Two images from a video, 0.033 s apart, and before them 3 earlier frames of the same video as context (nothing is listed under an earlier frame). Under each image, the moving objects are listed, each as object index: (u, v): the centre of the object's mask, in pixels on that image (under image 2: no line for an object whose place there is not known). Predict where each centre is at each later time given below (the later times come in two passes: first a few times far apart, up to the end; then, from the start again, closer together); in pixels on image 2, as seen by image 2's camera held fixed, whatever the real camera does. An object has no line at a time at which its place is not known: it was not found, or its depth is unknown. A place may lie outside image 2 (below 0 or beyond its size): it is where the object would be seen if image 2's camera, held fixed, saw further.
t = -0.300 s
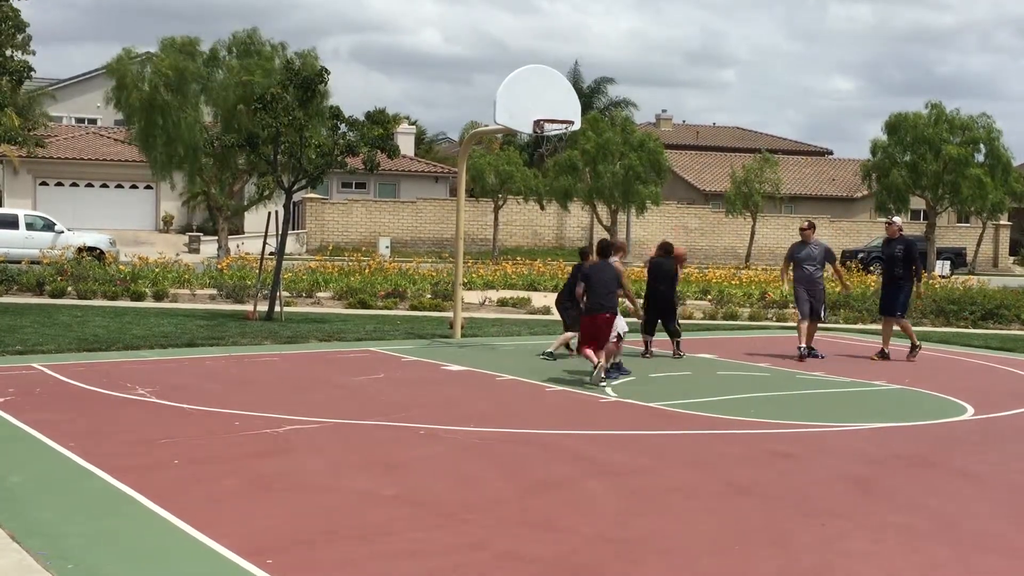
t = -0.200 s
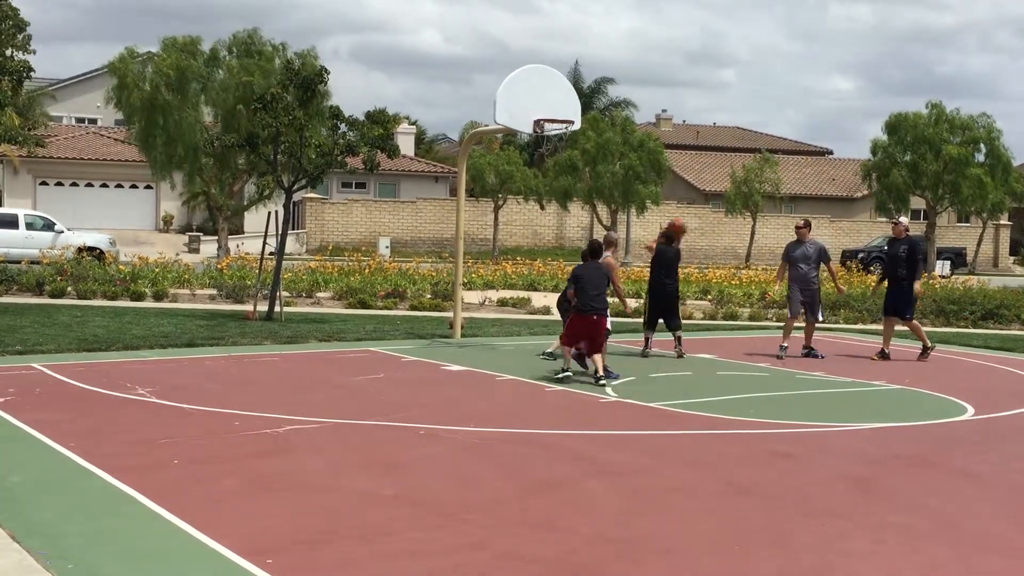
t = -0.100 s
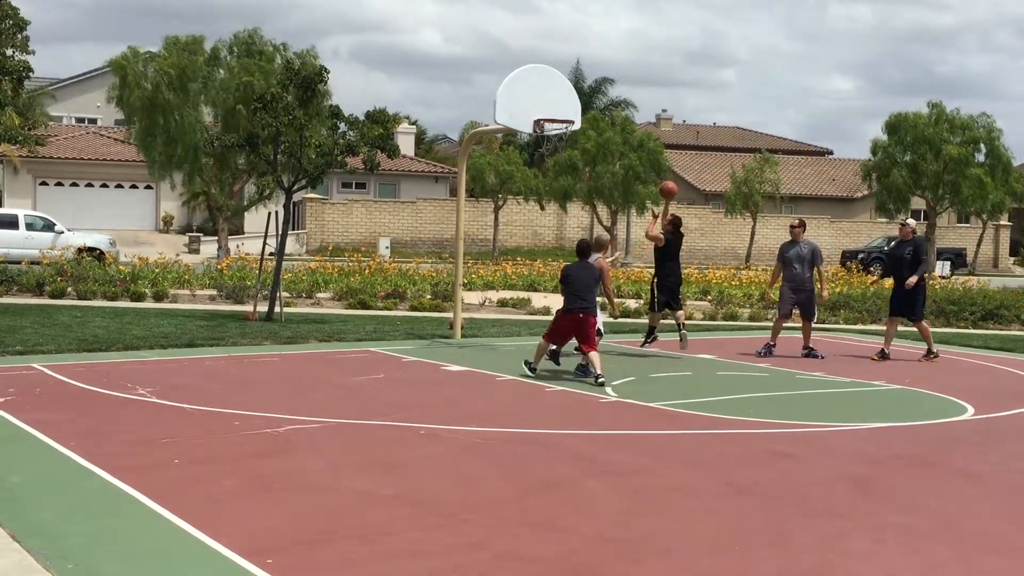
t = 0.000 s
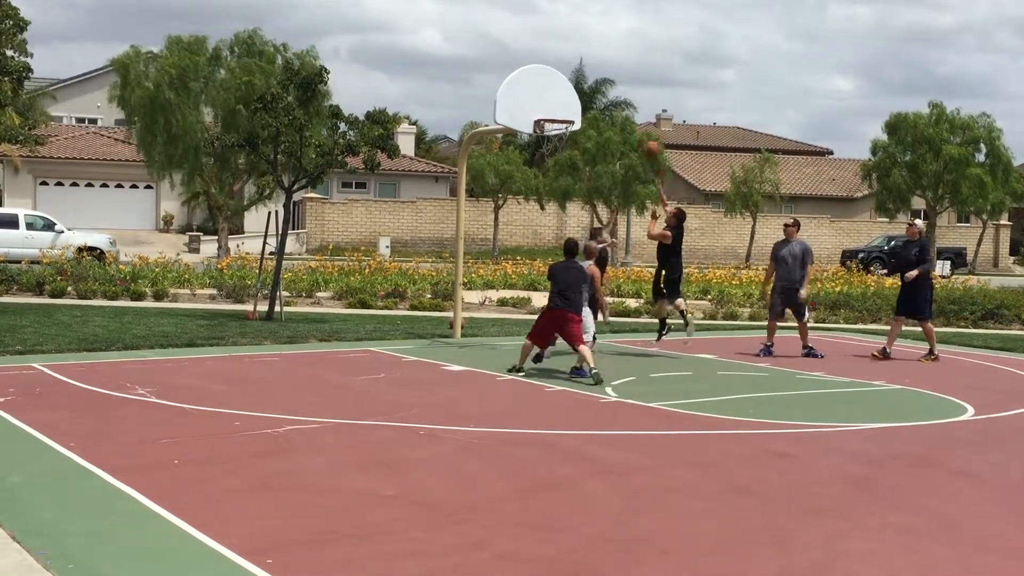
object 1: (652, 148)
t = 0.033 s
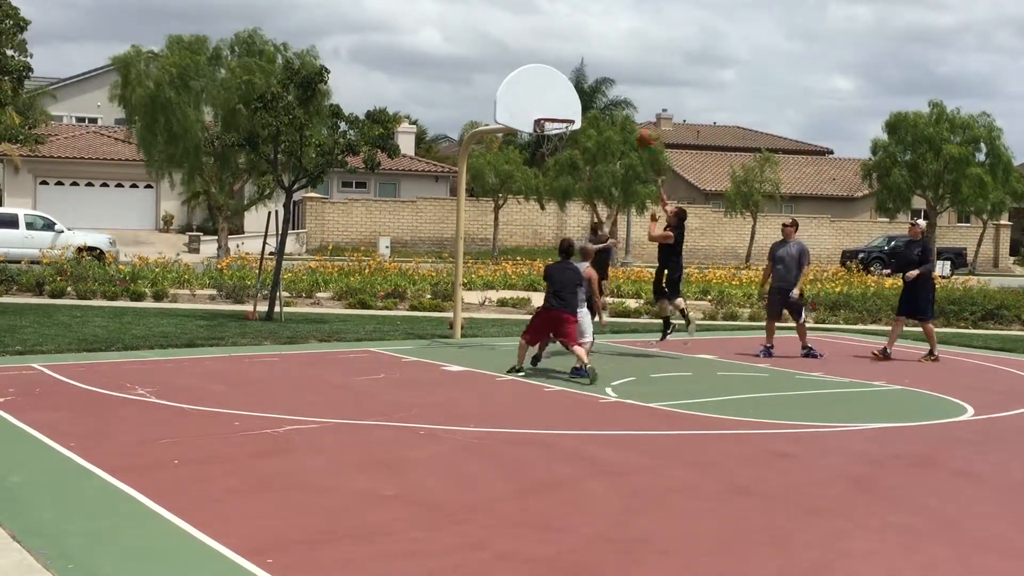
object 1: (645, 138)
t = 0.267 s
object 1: (601, 82)
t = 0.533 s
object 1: (560, 68)
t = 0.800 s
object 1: (562, 102)
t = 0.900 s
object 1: (565, 114)
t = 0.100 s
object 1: (631, 119)
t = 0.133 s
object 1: (626, 111)
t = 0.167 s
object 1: (619, 103)
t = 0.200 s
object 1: (613, 93)
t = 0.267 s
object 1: (601, 82)
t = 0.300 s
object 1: (594, 79)
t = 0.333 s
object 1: (587, 76)
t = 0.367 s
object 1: (582, 71)
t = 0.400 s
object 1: (574, 69)
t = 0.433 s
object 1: (568, 68)
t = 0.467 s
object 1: (562, 68)
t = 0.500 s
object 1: (559, 69)
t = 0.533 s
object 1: (560, 68)
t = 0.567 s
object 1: (560, 69)
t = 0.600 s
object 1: (561, 70)
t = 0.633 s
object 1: (561, 75)
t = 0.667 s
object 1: (562, 79)
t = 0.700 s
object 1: (563, 83)
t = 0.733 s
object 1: (564, 86)
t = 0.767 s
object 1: (563, 94)
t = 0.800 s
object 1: (562, 102)
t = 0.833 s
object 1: (563, 110)
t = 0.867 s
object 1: (564, 113)
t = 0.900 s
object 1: (565, 114)
